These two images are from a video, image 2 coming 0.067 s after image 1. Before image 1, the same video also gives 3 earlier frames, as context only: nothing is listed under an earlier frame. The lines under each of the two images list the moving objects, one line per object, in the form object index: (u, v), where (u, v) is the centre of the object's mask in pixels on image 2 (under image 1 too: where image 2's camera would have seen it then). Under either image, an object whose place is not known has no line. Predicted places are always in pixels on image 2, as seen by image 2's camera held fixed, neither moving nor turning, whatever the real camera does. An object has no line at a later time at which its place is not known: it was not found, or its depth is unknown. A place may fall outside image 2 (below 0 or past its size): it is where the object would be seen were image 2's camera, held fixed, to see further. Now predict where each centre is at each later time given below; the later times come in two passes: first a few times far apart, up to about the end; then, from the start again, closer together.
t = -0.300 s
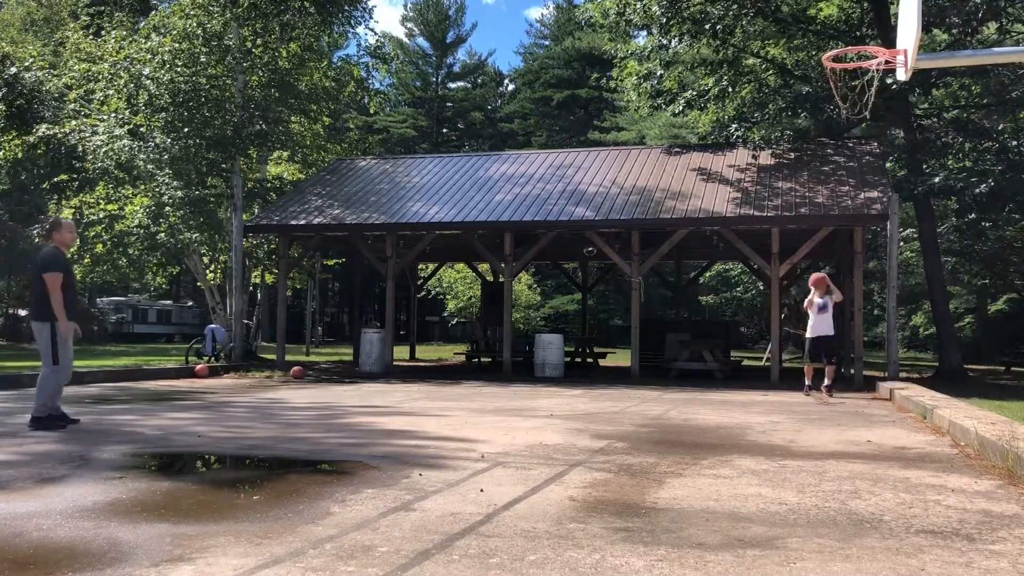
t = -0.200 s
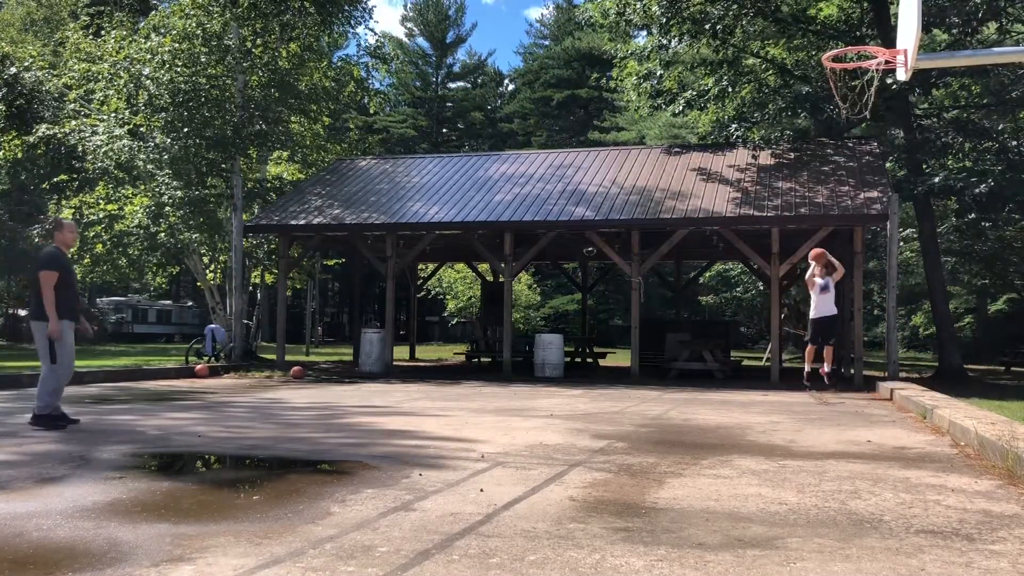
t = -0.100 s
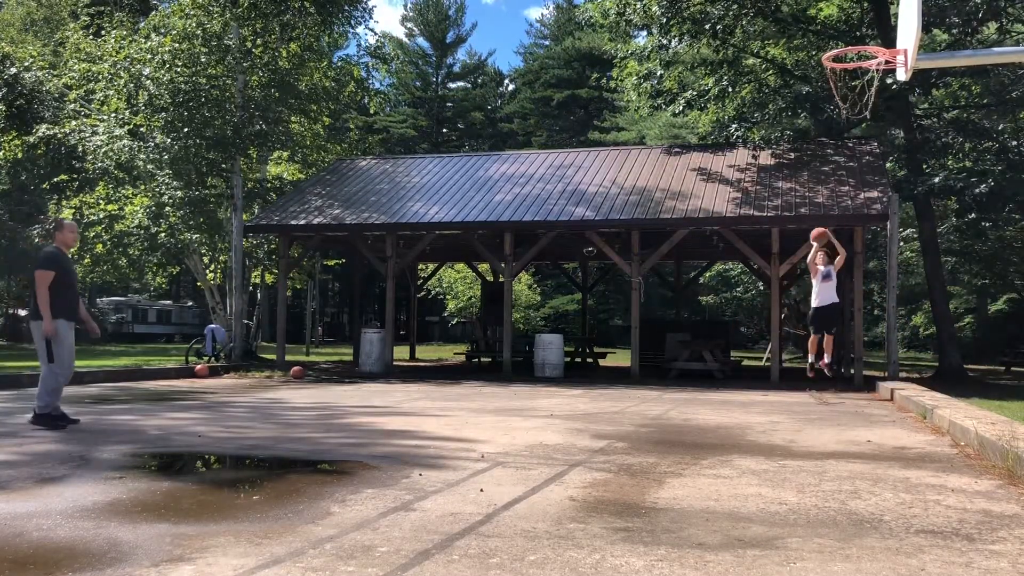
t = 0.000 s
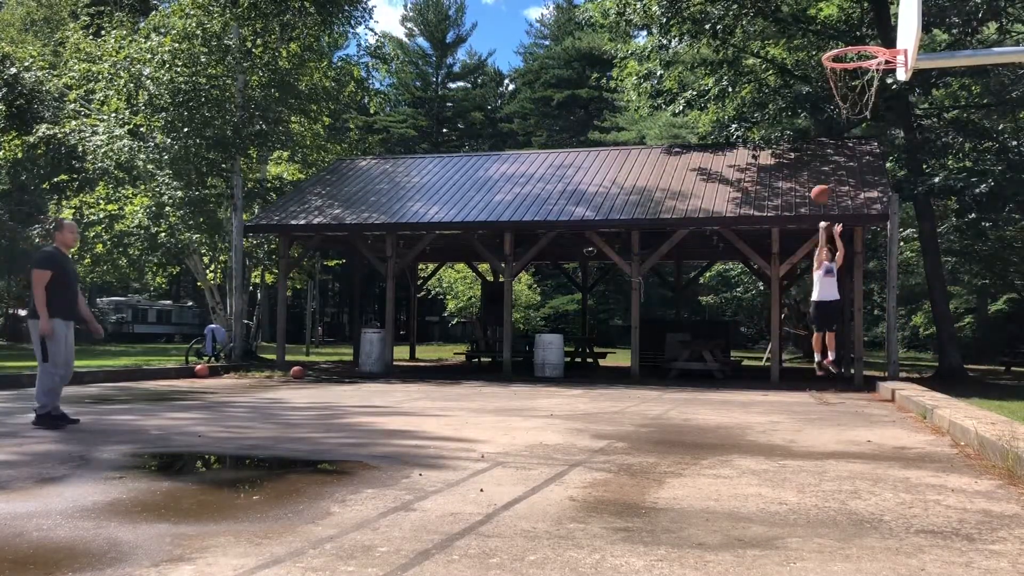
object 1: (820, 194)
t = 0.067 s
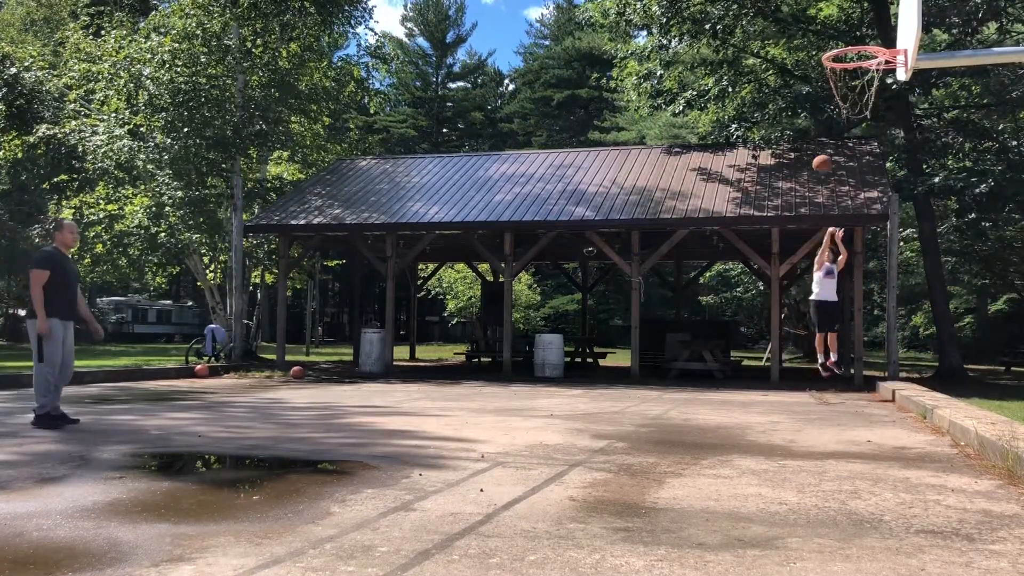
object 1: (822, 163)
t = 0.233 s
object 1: (827, 100)
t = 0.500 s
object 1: (833, 26)
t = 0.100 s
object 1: (823, 150)
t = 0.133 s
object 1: (824, 136)
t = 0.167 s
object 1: (825, 124)
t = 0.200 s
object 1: (826, 112)
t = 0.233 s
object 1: (827, 100)
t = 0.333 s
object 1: (823, 69)
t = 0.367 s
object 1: (826, 52)
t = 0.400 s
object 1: (829, 45)
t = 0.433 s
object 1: (831, 40)
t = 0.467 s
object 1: (833, 33)
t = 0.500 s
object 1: (833, 26)
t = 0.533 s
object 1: (834, 21)
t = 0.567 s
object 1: (836, 15)
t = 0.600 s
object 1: (836, 10)
